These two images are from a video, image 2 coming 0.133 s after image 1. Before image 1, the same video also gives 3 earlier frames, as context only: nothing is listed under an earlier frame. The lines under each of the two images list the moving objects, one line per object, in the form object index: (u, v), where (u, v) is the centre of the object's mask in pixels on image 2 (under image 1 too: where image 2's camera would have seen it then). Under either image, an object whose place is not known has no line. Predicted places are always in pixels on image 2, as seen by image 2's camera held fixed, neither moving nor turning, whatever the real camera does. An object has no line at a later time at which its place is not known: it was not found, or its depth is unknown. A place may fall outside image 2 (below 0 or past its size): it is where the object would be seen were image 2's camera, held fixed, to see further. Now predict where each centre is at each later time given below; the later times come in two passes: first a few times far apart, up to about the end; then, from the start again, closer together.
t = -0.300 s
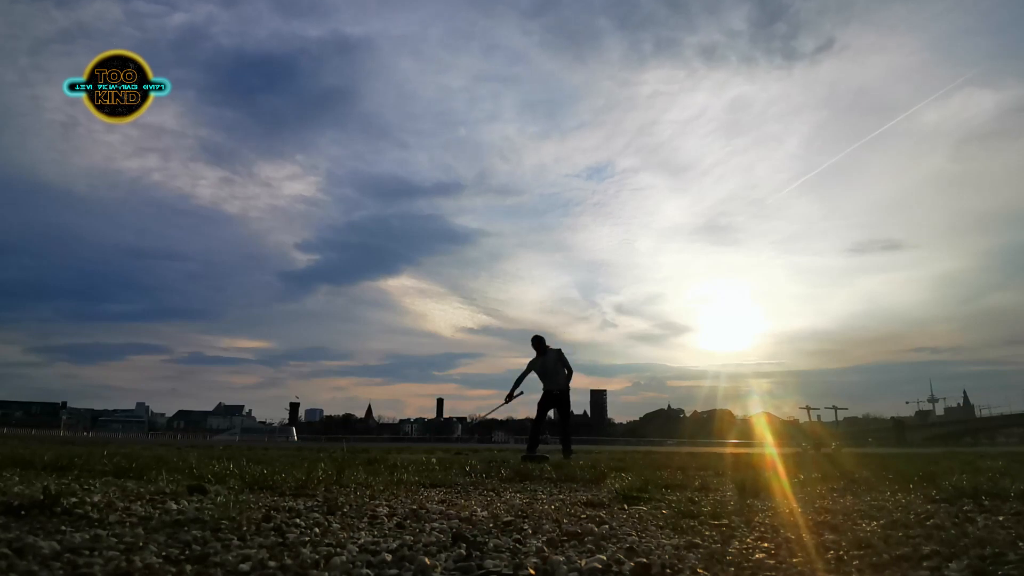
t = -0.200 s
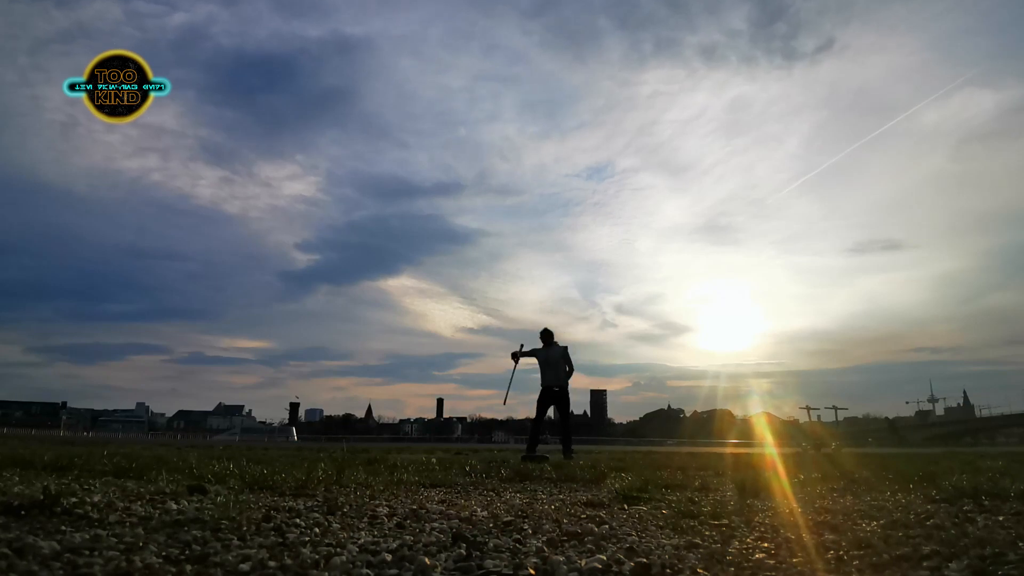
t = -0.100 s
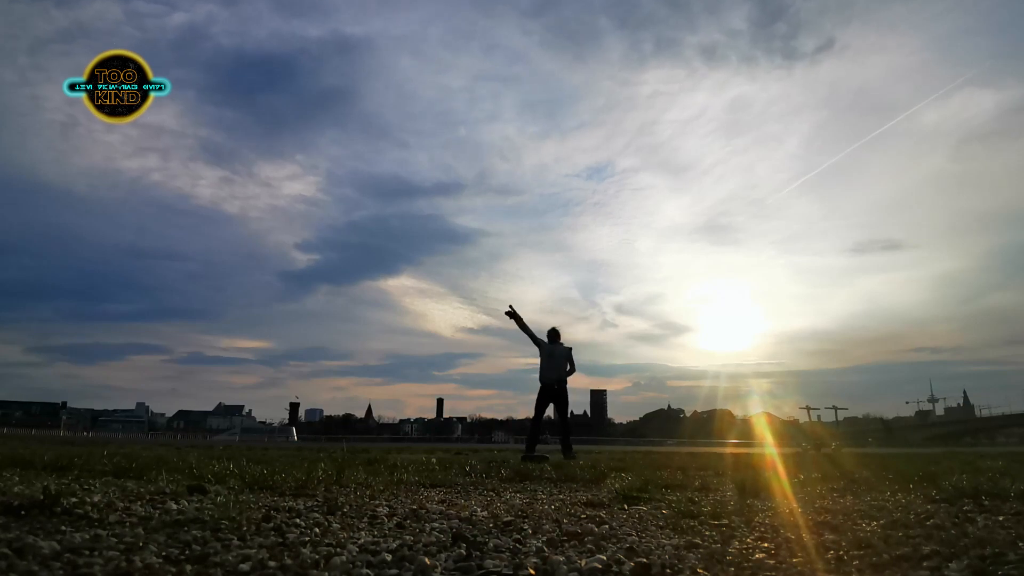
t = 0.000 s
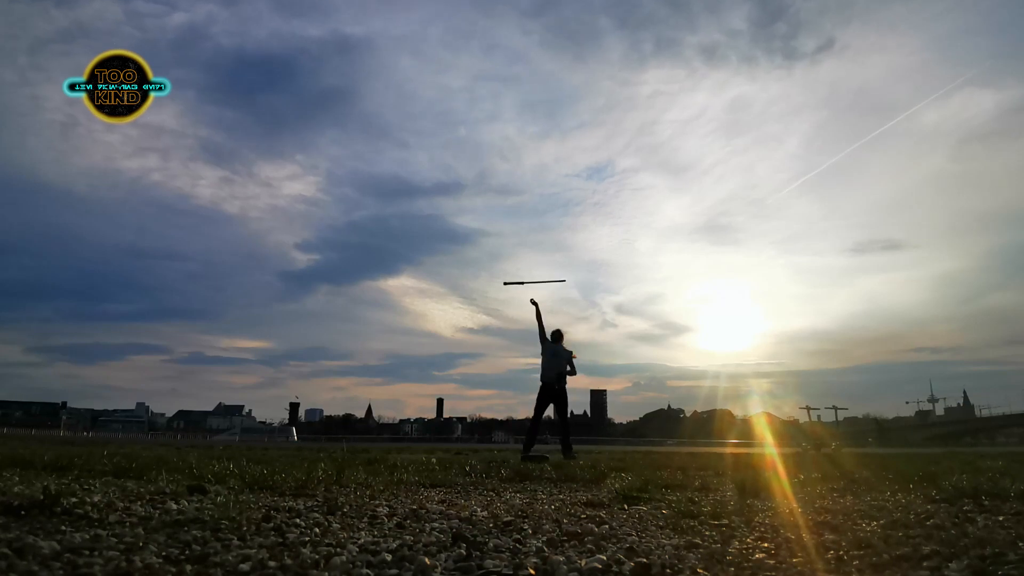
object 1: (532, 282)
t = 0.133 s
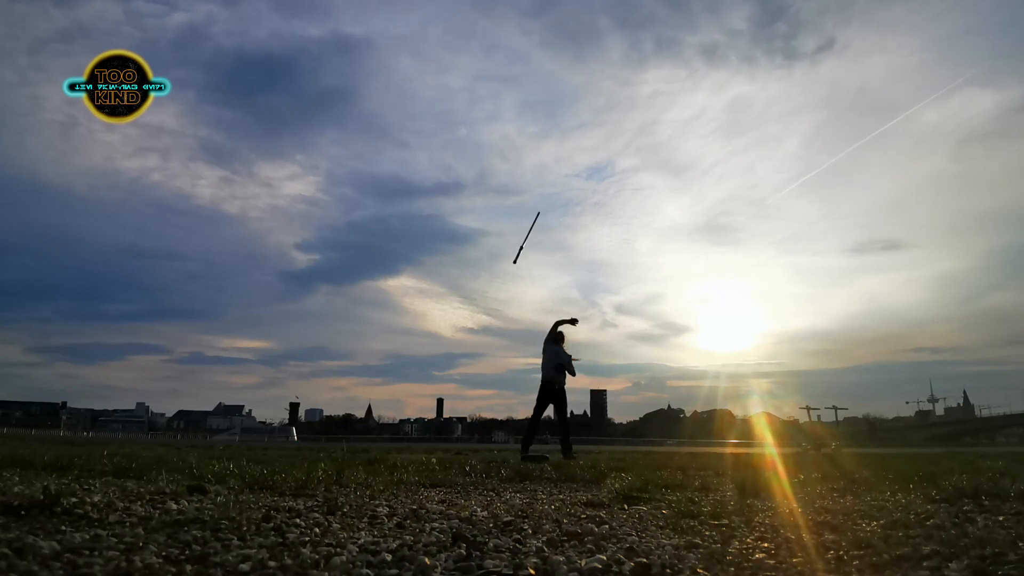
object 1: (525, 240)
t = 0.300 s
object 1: (513, 218)
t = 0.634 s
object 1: (528, 245)
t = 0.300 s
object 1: (513, 218)
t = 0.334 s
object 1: (512, 218)
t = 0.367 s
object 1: (512, 219)
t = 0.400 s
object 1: (511, 221)
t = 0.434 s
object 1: (512, 223)
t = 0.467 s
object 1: (513, 226)
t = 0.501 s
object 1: (515, 230)
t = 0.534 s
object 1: (519, 232)
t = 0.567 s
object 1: (522, 237)
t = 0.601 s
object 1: (525, 241)
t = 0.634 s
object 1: (528, 245)
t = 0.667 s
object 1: (532, 249)
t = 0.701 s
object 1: (534, 254)
